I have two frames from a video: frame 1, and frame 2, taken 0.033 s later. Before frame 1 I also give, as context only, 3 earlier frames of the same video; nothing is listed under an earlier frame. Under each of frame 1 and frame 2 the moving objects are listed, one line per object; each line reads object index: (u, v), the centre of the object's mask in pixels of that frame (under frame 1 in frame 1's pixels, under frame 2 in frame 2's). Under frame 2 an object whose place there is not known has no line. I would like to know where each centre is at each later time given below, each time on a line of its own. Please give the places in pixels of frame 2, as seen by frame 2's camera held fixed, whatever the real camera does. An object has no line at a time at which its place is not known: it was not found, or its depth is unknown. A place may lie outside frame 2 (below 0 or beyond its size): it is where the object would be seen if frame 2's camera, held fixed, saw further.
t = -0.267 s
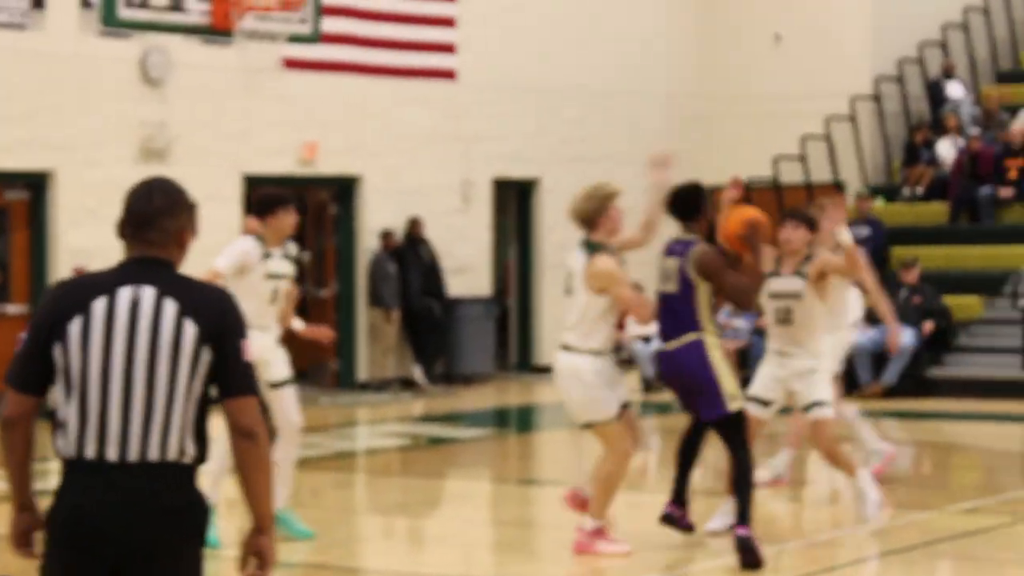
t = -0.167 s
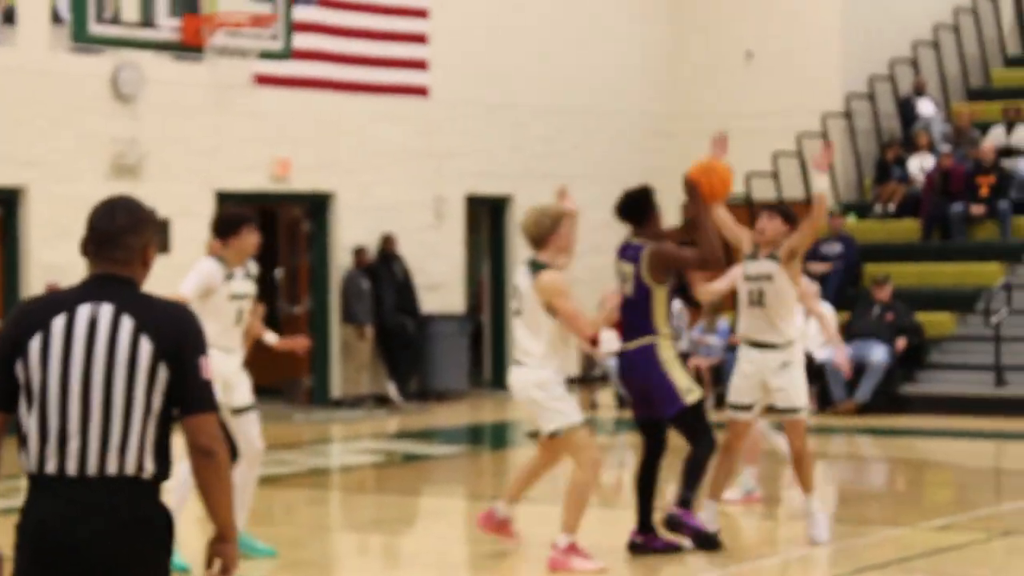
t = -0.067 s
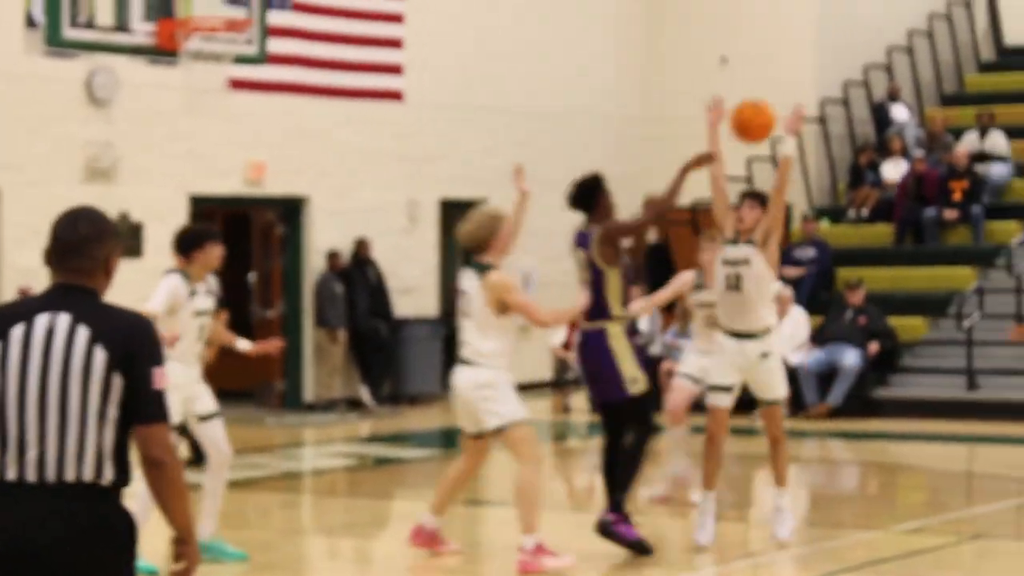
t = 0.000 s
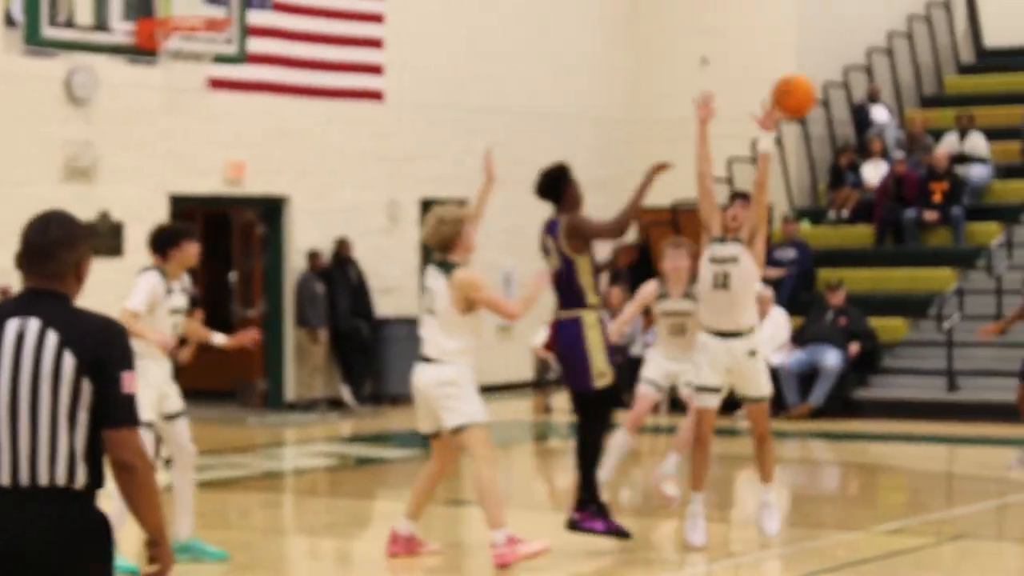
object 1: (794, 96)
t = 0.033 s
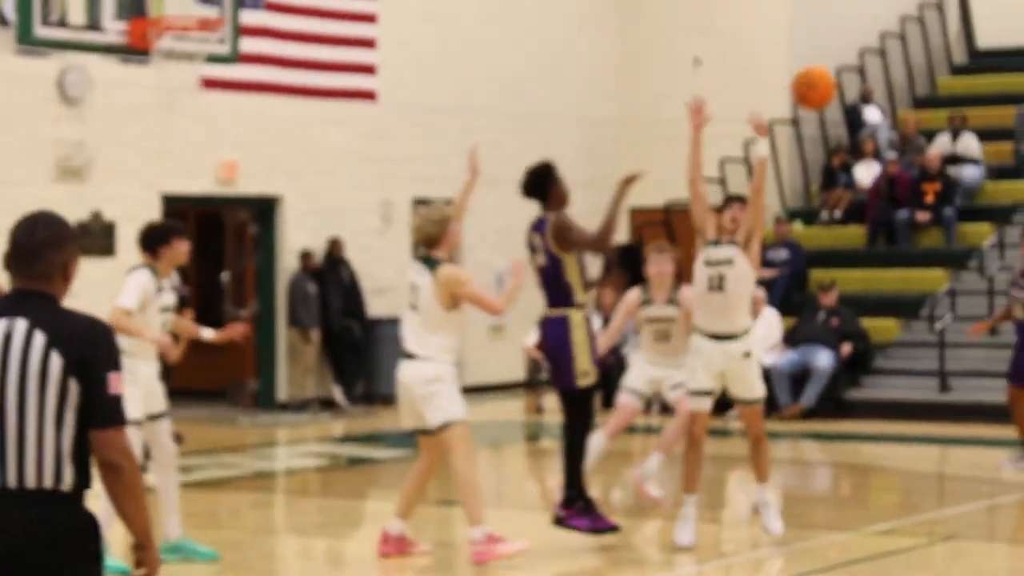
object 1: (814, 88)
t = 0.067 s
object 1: (842, 81)
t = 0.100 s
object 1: (868, 76)
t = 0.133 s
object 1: (896, 73)
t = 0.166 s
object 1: (924, 73)
